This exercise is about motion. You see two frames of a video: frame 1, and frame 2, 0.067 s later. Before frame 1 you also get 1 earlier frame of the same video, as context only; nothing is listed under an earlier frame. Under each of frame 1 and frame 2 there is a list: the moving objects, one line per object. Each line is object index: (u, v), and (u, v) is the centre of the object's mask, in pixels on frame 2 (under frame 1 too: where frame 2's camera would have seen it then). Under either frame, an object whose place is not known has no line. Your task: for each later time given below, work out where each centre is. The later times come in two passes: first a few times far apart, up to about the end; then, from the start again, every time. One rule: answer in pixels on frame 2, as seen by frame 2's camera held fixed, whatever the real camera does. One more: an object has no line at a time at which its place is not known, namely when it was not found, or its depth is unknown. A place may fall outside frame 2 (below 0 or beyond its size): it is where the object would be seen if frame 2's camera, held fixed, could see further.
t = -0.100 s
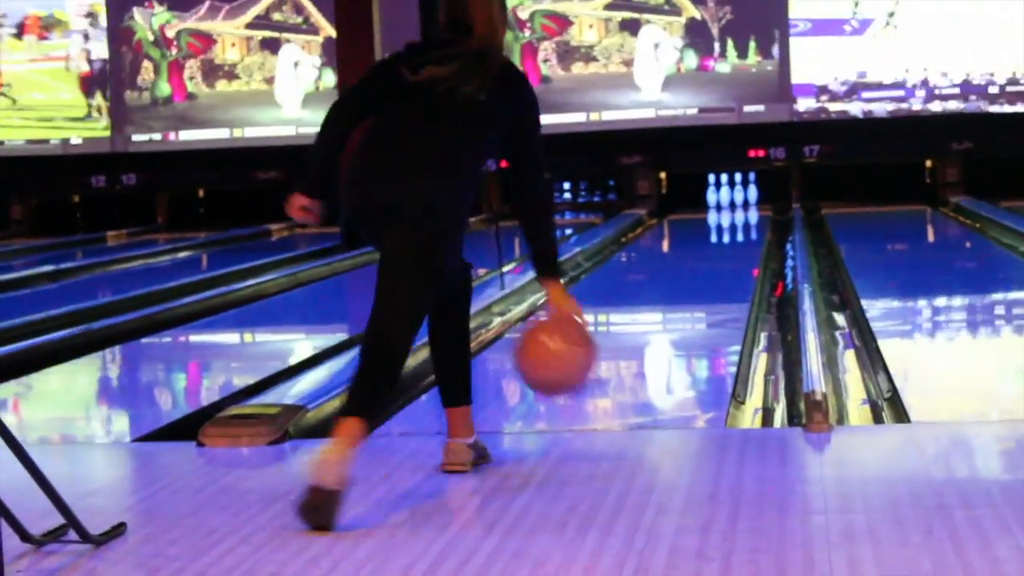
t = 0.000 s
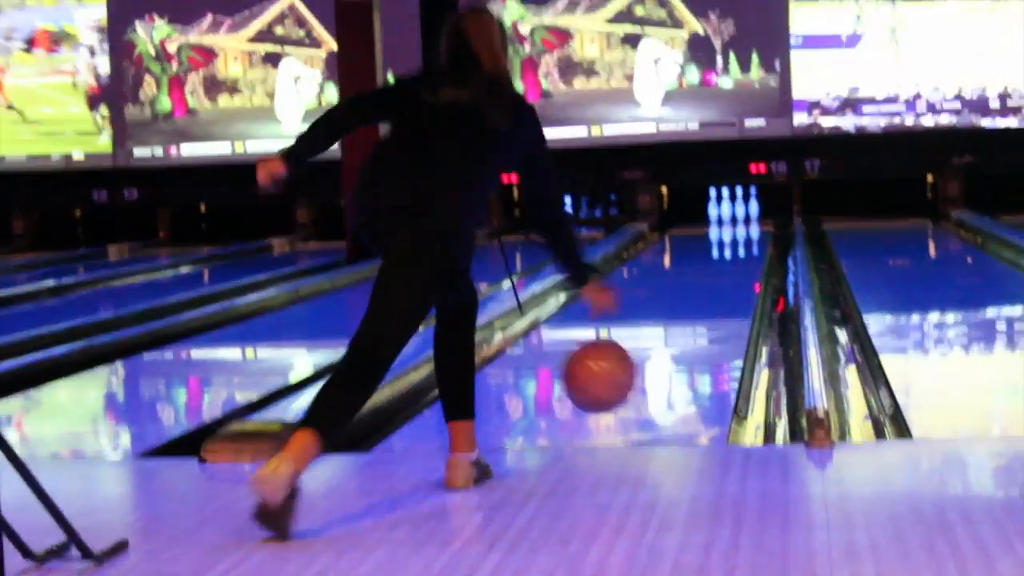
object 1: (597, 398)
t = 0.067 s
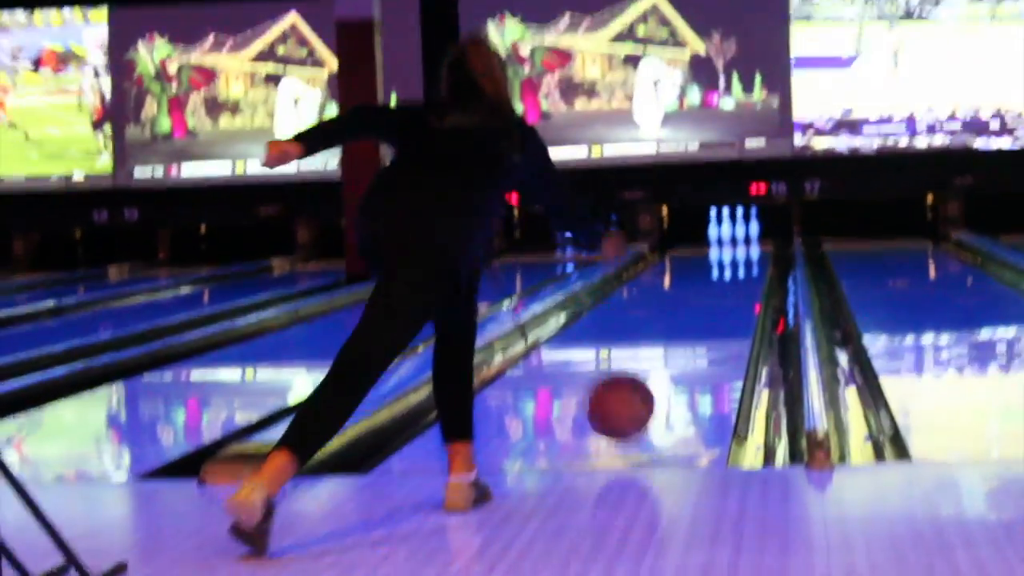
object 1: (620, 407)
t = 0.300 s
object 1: (675, 379)
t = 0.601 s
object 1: (722, 338)
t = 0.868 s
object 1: (749, 314)
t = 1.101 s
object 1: (770, 303)
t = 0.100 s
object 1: (630, 415)
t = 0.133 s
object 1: (639, 406)
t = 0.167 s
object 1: (647, 400)
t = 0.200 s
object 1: (654, 395)
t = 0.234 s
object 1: (662, 389)
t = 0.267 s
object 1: (669, 384)
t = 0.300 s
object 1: (675, 379)
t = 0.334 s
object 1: (682, 373)
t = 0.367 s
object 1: (687, 368)
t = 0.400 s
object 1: (693, 363)
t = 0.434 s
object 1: (698, 359)
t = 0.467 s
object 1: (703, 354)
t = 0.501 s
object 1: (708, 350)
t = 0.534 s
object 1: (713, 346)
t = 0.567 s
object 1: (718, 342)
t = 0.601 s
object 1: (722, 338)
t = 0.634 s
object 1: (726, 335)
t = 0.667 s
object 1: (729, 331)
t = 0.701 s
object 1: (733, 328)
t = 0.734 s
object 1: (736, 325)
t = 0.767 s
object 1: (739, 322)
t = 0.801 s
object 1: (743, 319)
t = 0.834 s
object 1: (746, 317)
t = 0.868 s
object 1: (749, 314)
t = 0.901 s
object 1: (752, 311)
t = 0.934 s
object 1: (754, 309)
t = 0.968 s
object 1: (757, 307)
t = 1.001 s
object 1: (761, 305)
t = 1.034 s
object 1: (764, 303)
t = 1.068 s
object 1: (766, 303)
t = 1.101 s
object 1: (770, 303)
